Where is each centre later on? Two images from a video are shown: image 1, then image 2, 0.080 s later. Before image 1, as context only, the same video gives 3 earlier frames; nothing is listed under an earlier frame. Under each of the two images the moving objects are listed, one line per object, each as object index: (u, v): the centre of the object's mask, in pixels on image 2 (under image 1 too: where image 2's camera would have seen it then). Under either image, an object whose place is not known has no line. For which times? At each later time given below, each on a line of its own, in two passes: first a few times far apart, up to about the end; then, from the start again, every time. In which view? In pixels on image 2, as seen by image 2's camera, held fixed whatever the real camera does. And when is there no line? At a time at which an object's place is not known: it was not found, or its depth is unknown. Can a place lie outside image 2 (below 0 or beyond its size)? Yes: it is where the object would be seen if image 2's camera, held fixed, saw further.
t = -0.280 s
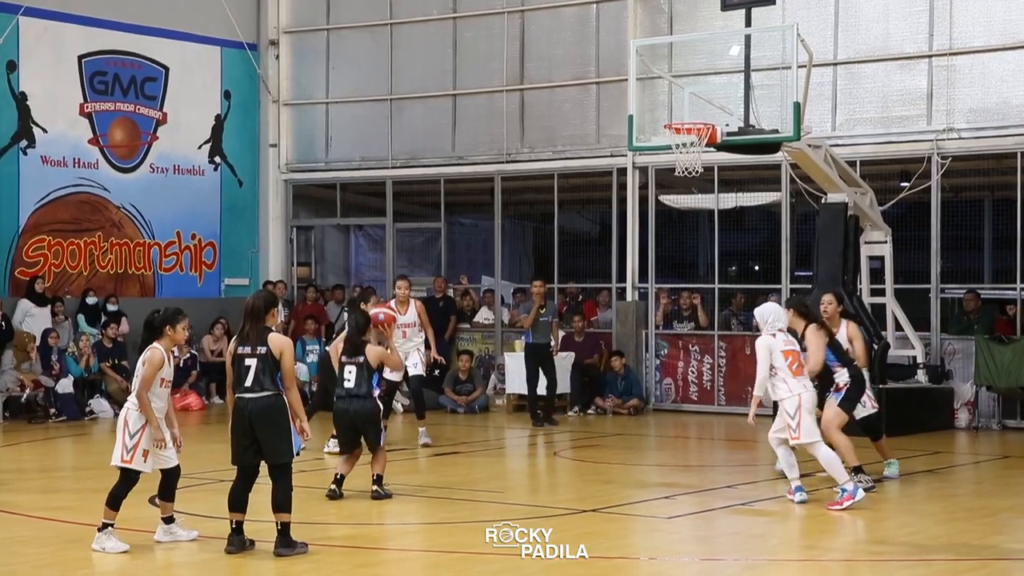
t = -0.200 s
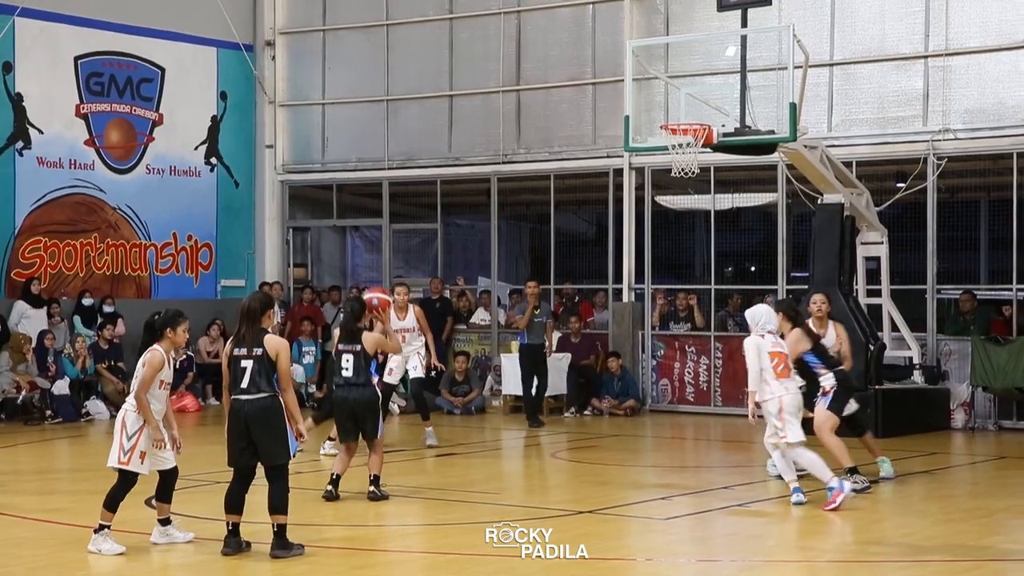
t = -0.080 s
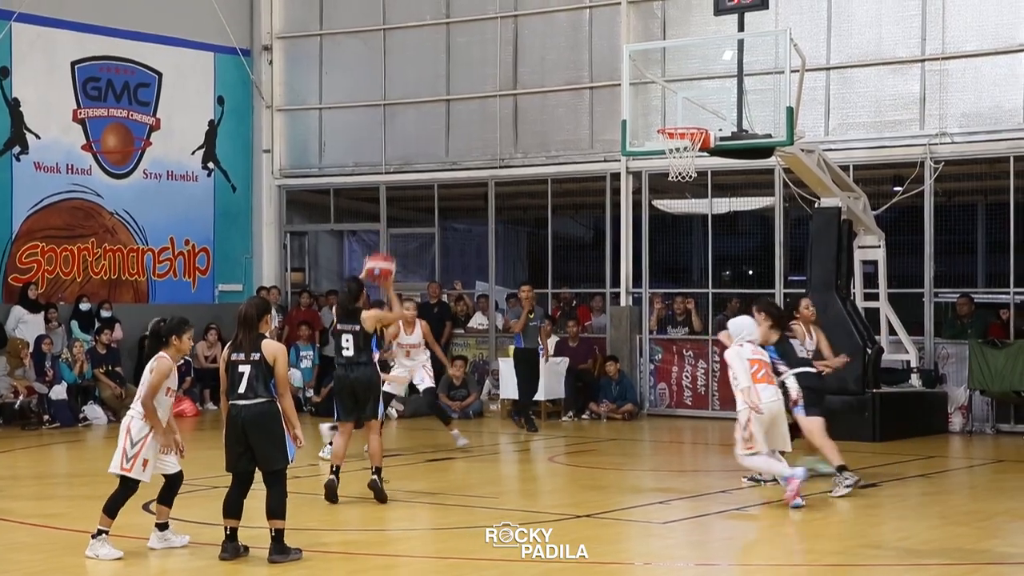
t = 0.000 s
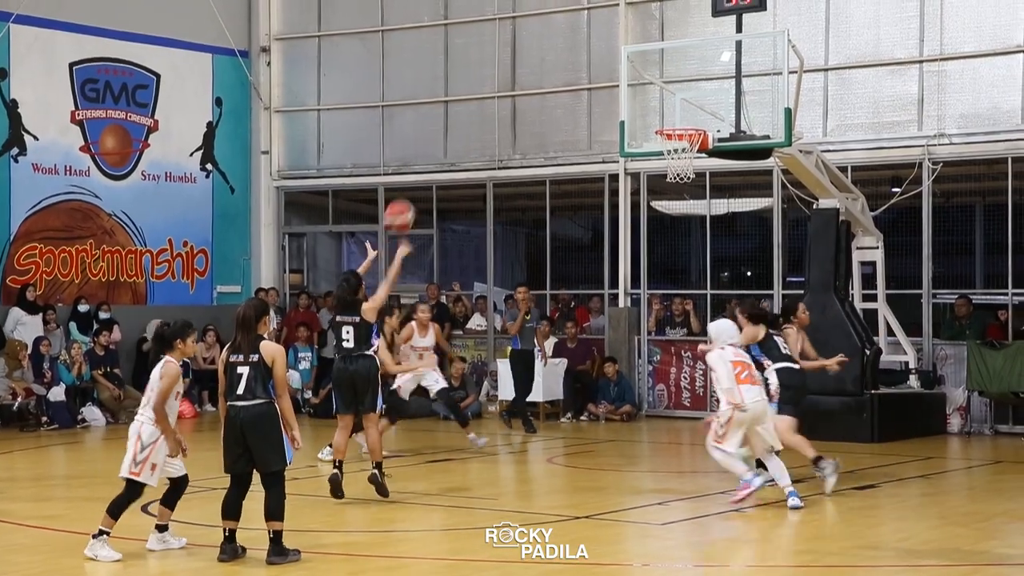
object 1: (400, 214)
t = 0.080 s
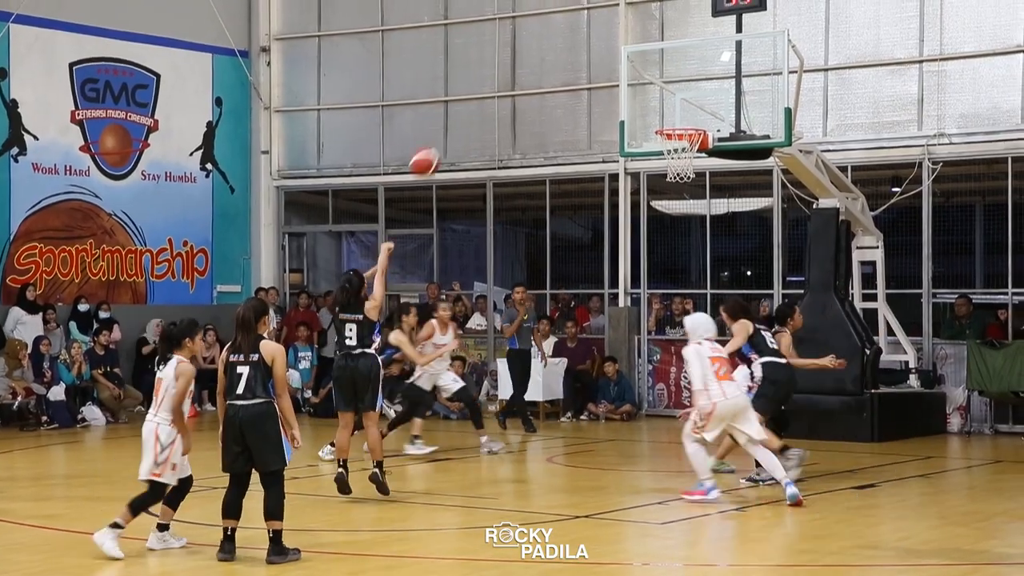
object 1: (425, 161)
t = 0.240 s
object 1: (474, 82)
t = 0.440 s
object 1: (530, 30)
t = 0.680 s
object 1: (593, 29)
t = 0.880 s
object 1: (640, 76)
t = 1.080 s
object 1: (685, 153)
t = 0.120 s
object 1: (438, 139)
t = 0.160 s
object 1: (450, 117)
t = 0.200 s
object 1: (462, 99)
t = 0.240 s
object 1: (474, 82)
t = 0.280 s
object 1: (486, 68)
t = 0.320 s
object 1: (497, 56)
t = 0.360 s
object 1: (508, 45)
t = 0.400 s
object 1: (519, 36)
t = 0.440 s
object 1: (530, 30)
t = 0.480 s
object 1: (541, 25)
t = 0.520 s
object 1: (552, 23)
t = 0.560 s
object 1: (562, 22)
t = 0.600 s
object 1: (573, 22)
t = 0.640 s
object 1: (583, 25)
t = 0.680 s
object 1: (593, 29)
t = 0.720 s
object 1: (603, 35)
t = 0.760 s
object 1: (613, 43)
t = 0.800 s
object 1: (622, 52)
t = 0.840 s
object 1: (630, 63)
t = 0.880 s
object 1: (640, 76)
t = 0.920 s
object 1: (649, 89)
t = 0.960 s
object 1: (658, 105)
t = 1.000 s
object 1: (667, 120)
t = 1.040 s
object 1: (674, 139)
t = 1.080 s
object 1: (685, 153)
